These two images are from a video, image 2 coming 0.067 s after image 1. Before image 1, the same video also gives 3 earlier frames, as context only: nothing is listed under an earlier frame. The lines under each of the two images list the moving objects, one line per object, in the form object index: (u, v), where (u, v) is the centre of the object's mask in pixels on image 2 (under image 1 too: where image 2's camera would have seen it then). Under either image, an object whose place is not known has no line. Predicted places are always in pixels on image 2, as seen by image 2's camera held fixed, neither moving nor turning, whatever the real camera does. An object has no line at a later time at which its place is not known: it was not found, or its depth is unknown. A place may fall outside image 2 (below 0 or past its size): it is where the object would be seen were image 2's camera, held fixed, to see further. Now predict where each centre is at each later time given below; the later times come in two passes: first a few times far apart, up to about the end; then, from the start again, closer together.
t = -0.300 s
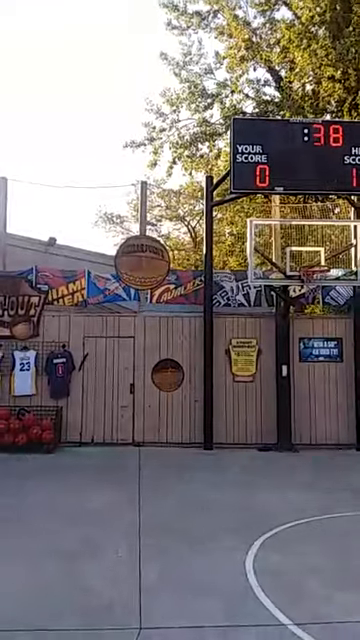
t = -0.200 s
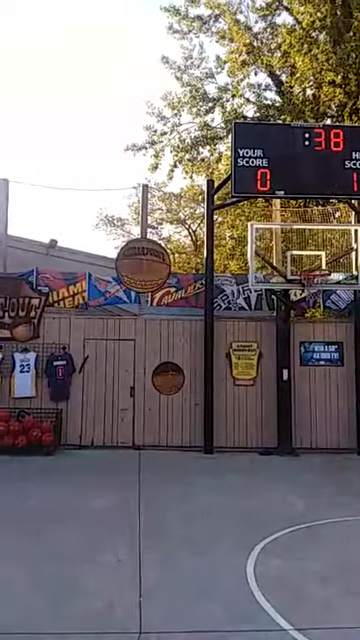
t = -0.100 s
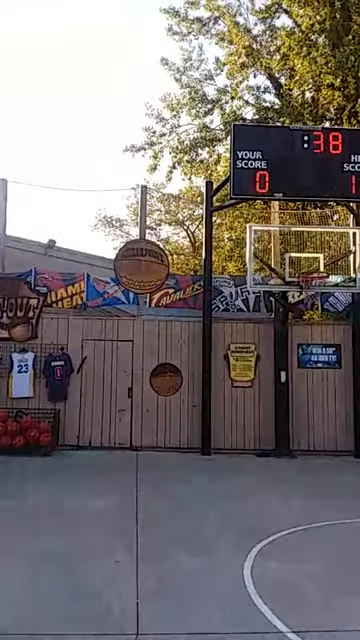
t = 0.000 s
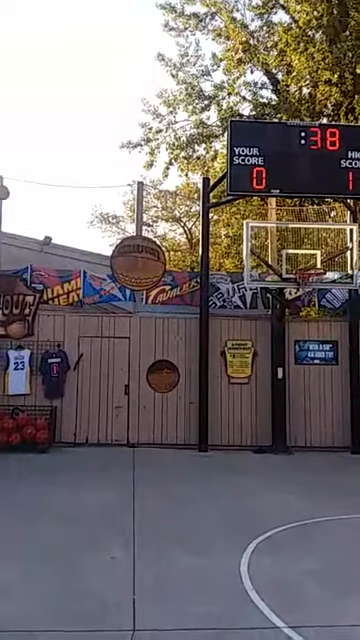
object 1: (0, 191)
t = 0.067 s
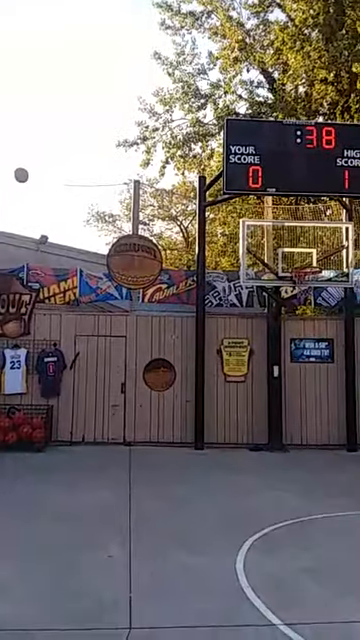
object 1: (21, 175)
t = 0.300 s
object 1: (97, 140)
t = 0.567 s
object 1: (180, 140)
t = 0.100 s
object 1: (32, 168)
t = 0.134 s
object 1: (43, 162)
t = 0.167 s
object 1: (54, 156)
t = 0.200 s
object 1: (65, 151)
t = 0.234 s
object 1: (75, 147)
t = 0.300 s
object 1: (97, 140)
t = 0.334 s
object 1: (107, 138)
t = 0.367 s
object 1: (118, 137)
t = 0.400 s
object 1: (129, 136)
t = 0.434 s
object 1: (138, 135)
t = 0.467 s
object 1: (149, 136)
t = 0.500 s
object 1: (159, 136)
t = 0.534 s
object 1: (170, 138)
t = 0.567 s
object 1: (180, 140)
